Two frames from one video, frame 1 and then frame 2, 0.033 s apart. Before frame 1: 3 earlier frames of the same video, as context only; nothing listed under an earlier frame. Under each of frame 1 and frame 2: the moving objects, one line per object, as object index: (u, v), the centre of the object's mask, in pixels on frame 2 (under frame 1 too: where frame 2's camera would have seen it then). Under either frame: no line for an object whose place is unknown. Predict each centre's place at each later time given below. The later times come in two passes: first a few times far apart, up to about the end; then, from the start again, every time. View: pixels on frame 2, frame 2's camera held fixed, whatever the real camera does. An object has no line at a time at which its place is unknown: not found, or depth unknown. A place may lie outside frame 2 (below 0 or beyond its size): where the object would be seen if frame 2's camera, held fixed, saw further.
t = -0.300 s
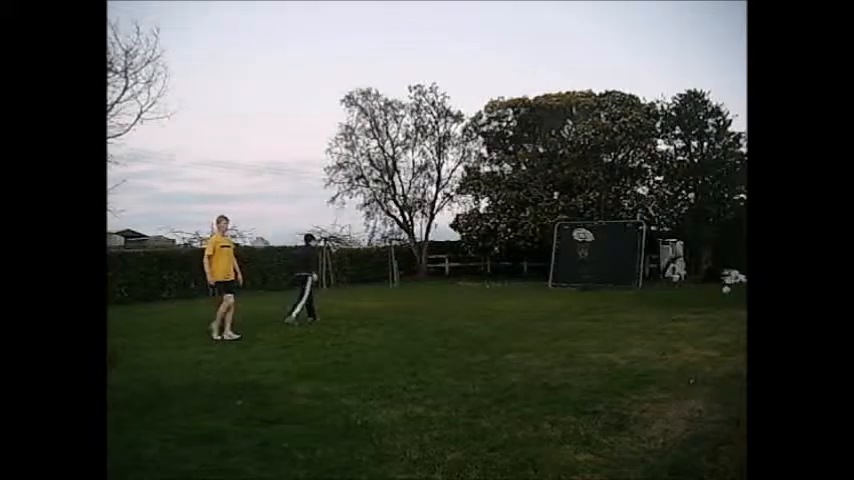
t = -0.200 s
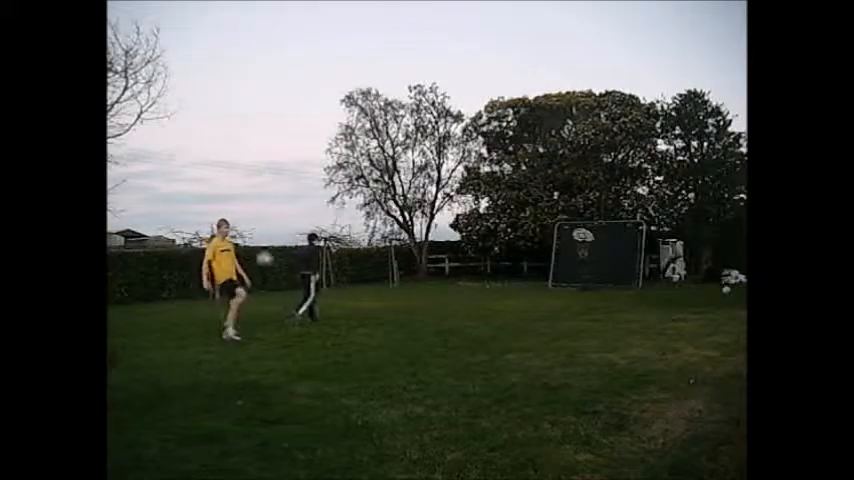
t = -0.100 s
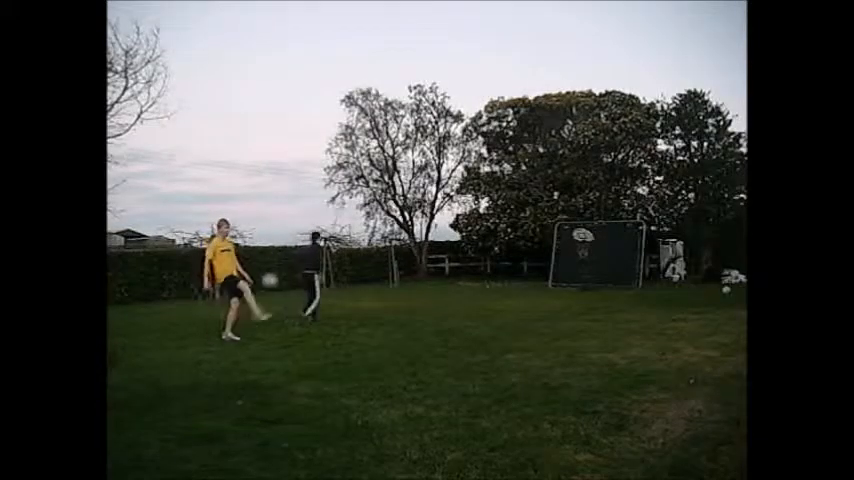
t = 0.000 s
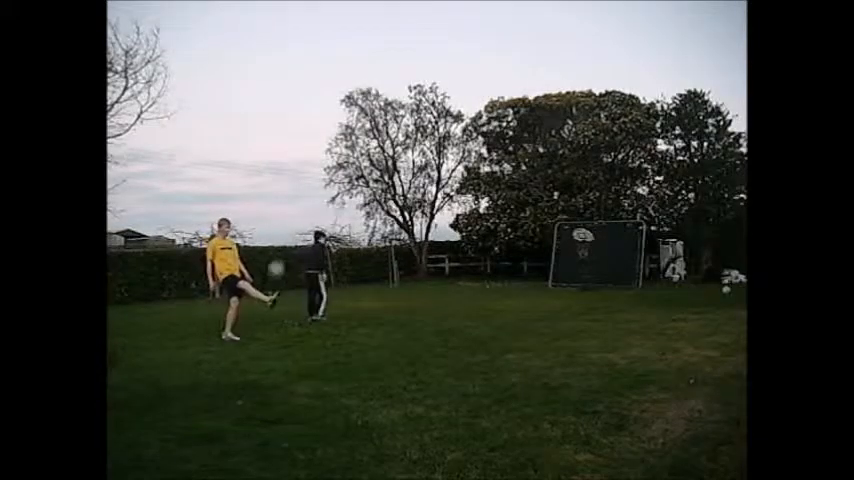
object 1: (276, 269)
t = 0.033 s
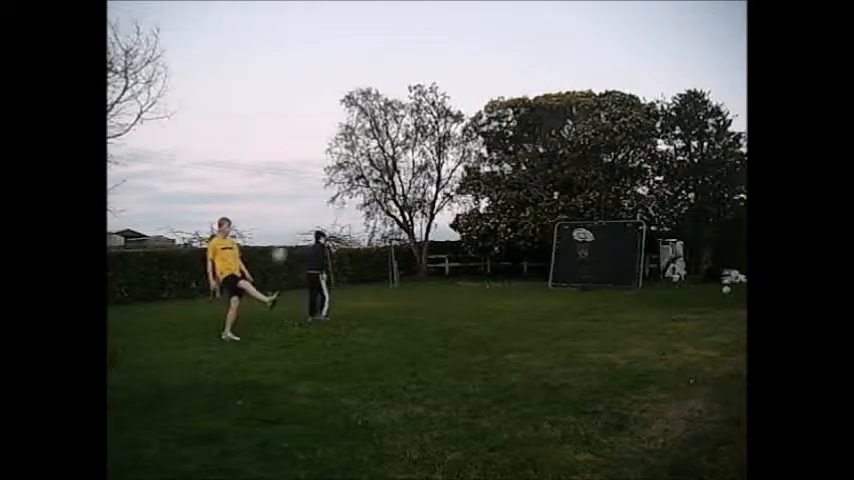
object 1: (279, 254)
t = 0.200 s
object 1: (291, 198)
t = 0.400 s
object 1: (306, 157)
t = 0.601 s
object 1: (320, 146)
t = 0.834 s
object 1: (336, 167)
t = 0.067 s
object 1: (280, 241)
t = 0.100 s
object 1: (283, 230)
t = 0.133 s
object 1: (286, 218)
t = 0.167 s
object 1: (289, 207)
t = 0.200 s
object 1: (291, 198)
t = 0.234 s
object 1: (293, 188)
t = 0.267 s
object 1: (296, 181)
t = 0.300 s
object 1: (298, 173)
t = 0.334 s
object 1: (301, 167)
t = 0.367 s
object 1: (303, 162)
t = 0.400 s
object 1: (306, 157)
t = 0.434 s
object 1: (308, 153)
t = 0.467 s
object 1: (311, 150)
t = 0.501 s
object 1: (313, 148)
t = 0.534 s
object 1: (315, 146)
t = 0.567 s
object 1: (318, 146)
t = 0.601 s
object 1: (320, 146)
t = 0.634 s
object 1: (322, 147)
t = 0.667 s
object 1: (325, 148)
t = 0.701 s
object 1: (327, 150)
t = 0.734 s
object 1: (329, 153)
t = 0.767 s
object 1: (332, 156)
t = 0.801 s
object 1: (335, 162)
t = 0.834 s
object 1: (336, 167)
